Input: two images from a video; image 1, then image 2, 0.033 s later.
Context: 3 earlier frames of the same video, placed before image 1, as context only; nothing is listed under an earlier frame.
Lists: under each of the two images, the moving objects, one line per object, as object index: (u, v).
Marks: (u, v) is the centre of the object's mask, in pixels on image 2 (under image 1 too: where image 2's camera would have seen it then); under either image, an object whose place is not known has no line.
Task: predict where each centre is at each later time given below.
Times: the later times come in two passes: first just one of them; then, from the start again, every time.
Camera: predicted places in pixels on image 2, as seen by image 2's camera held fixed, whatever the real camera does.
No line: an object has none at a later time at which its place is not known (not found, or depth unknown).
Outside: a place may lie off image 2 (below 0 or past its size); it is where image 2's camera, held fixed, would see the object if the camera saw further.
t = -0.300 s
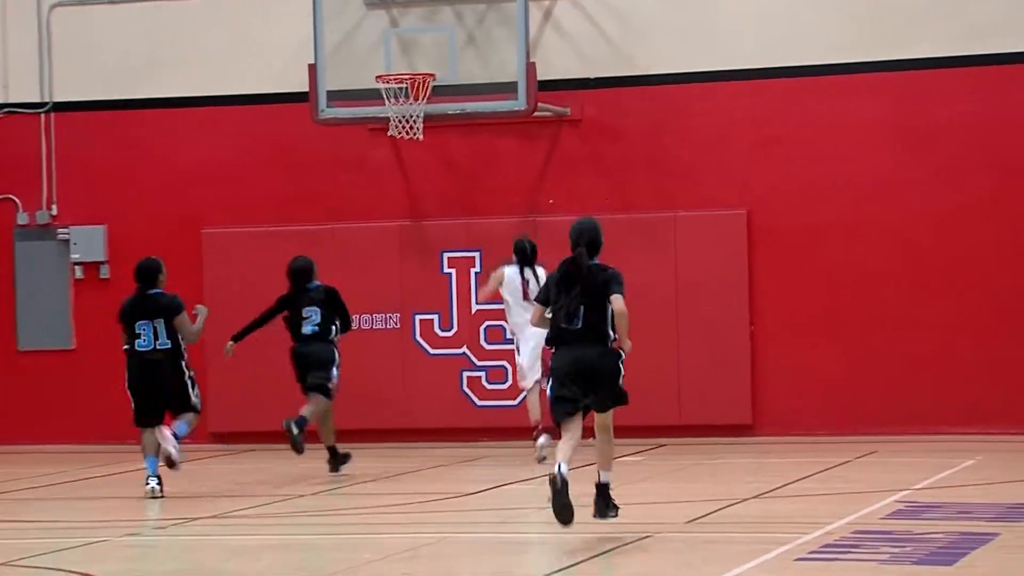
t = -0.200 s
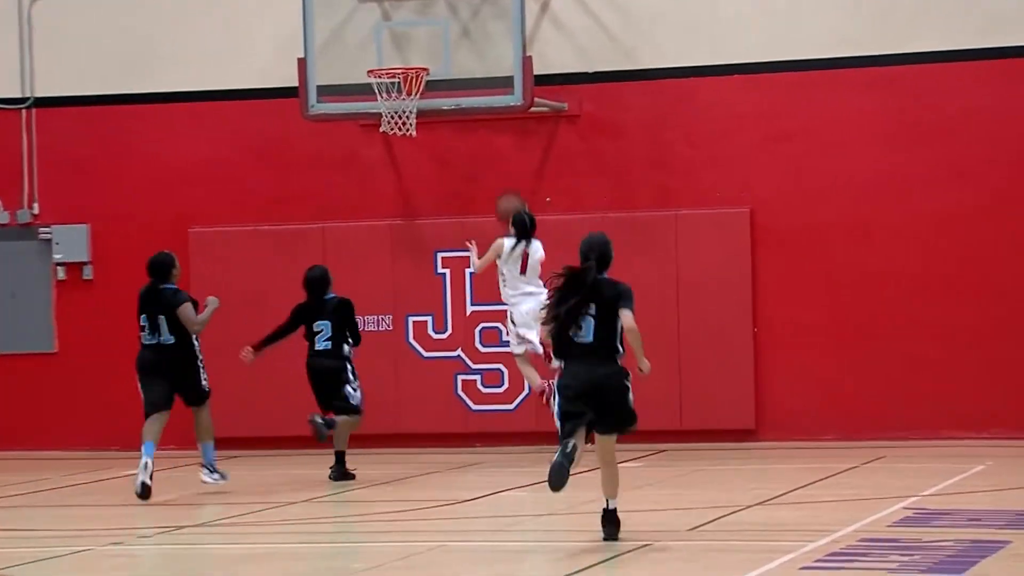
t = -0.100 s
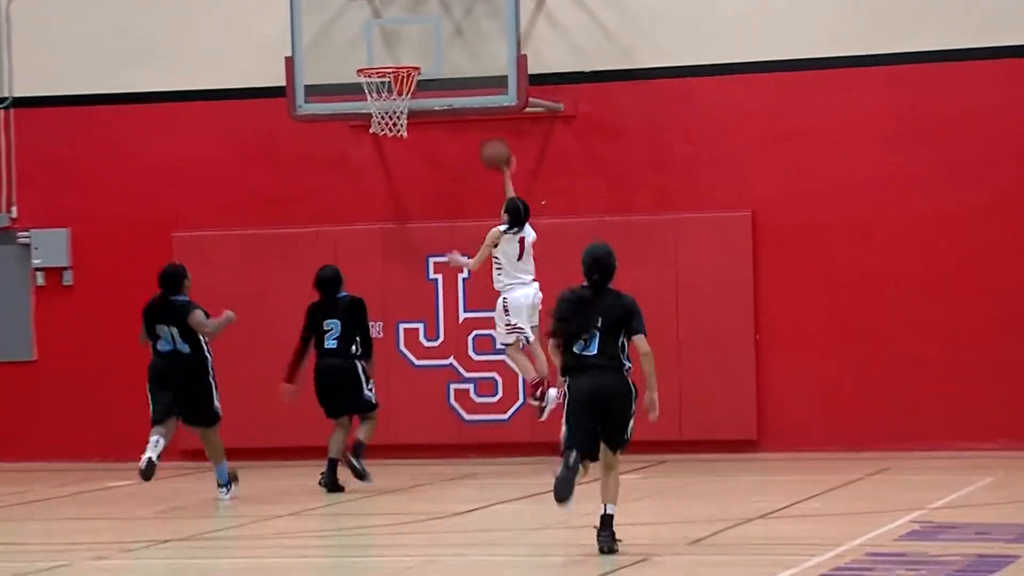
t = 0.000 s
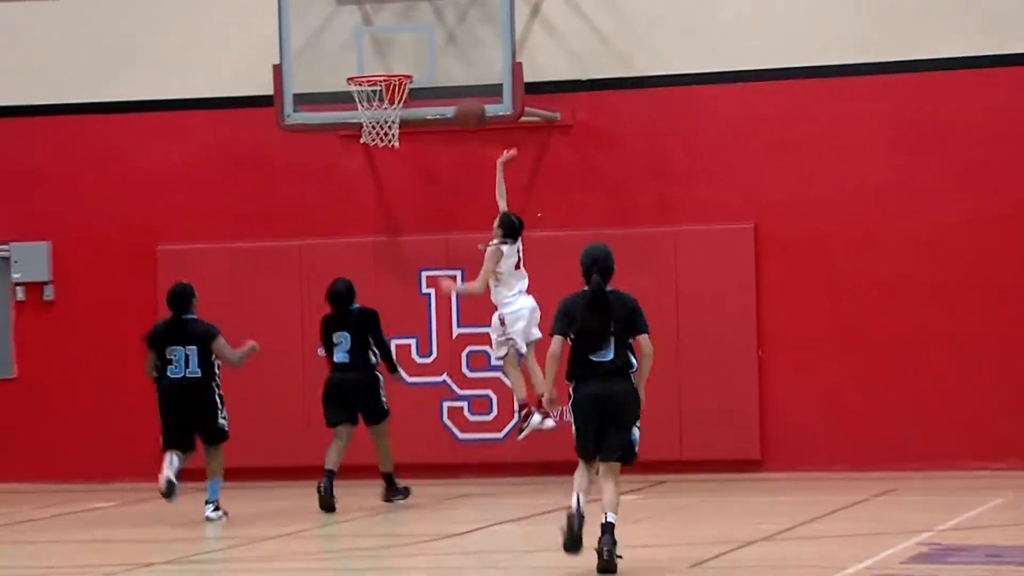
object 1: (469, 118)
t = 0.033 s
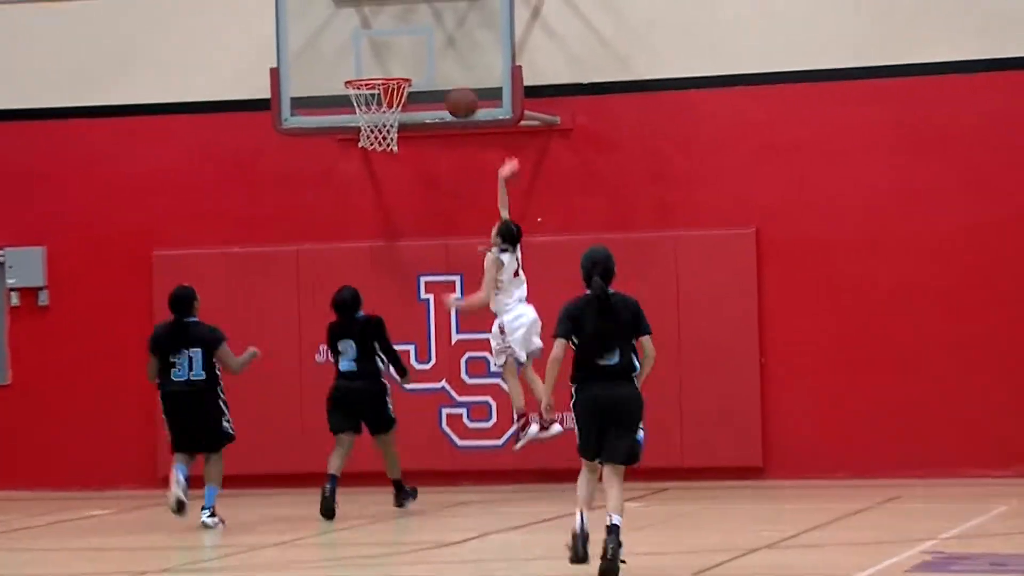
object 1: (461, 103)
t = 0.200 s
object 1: (429, 53)
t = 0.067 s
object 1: (456, 90)
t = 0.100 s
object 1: (448, 78)
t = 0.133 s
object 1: (442, 68)
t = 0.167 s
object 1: (436, 60)
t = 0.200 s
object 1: (429, 53)
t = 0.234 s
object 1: (424, 48)
